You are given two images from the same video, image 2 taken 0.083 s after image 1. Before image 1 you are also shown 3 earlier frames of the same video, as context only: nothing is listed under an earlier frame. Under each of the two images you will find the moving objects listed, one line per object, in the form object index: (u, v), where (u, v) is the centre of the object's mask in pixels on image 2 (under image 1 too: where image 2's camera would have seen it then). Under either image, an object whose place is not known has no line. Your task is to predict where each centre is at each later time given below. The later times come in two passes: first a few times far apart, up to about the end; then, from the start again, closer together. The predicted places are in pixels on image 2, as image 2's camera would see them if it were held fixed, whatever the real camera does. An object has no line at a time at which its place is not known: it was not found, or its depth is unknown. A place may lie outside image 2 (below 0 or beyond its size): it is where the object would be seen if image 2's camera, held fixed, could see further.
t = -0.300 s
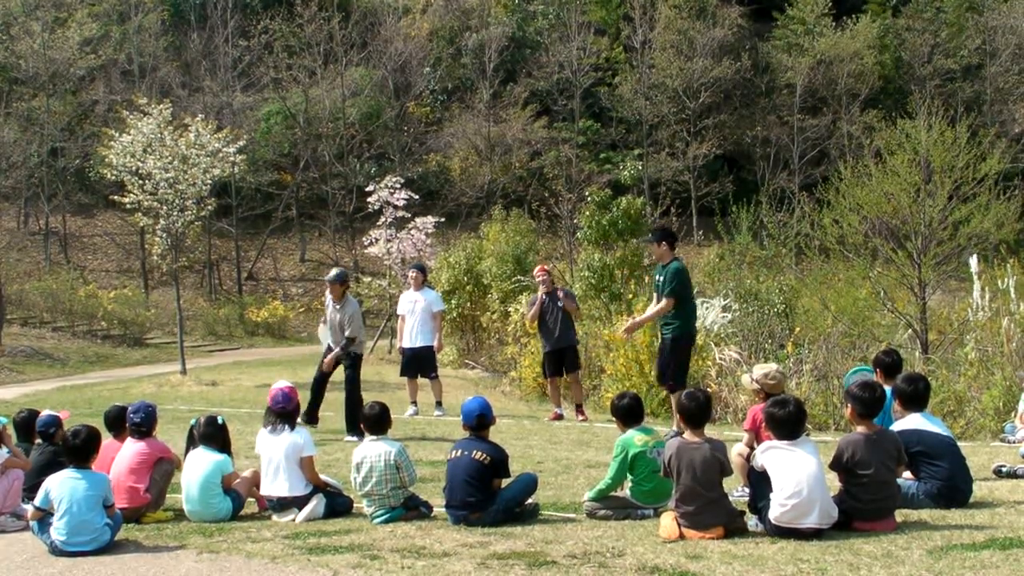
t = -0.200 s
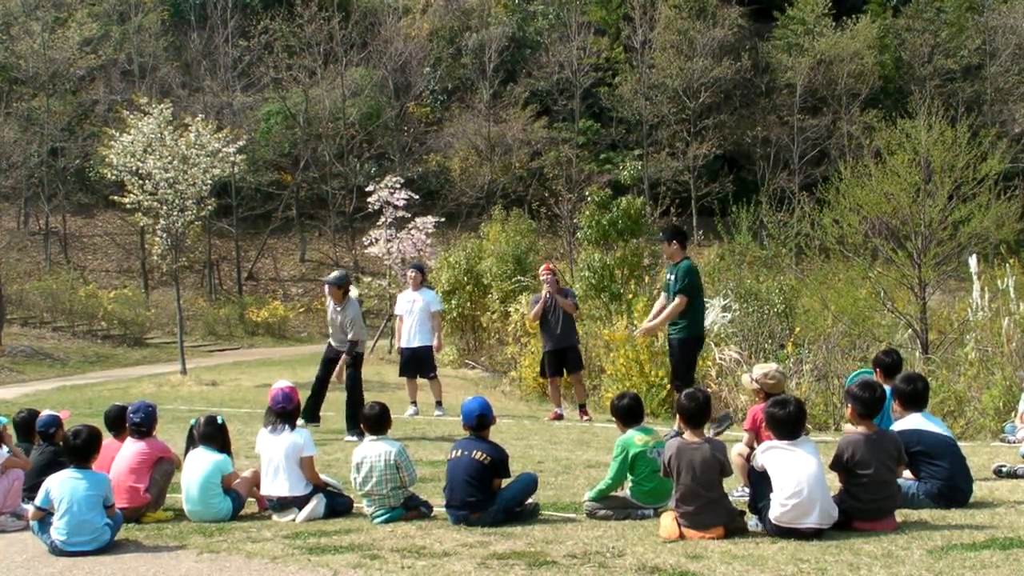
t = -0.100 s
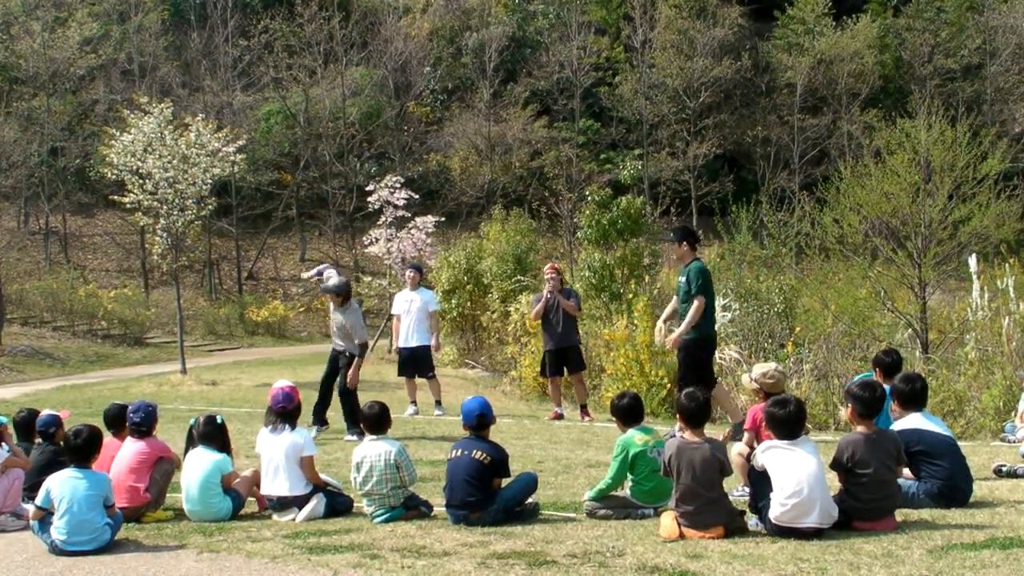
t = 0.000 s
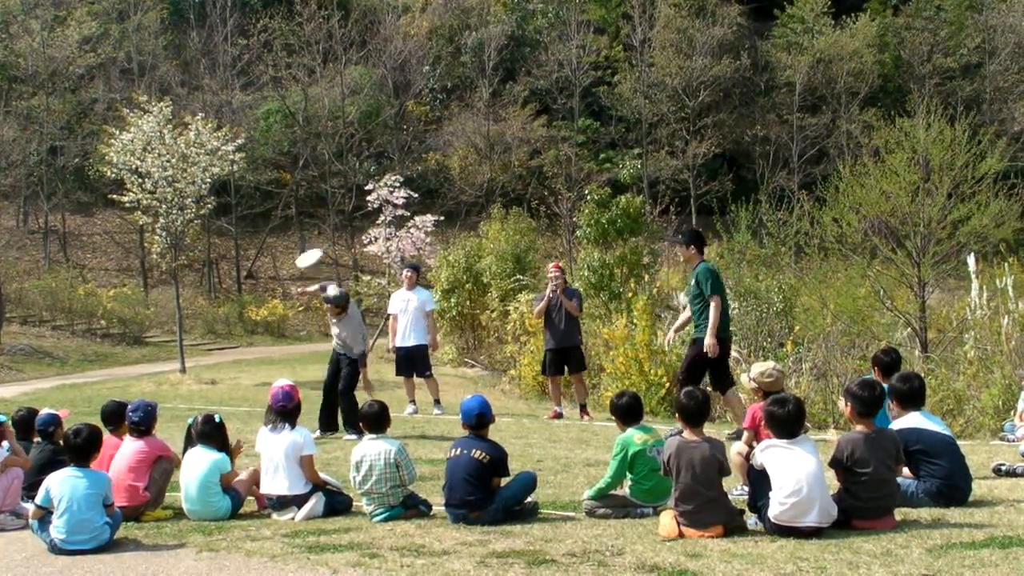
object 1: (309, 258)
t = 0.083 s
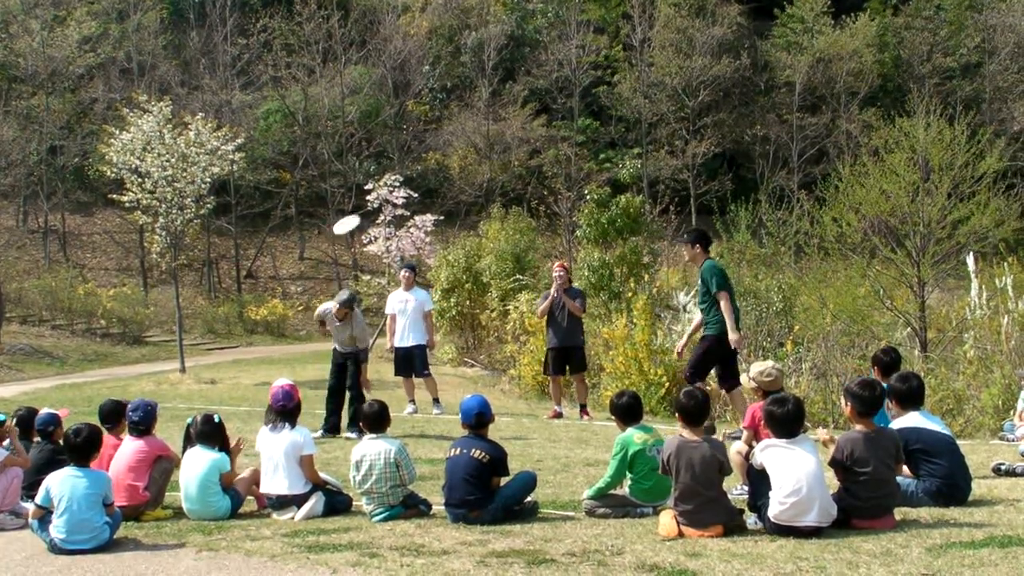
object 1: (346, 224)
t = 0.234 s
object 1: (414, 180)
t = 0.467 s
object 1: (518, 142)
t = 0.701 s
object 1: (615, 138)
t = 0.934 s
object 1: (702, 159)
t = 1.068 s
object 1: (744, 181)
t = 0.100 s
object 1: (354, 219)
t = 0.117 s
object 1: (361, 213)
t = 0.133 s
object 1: (369, 208)
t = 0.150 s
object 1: (376, 202)
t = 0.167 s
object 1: (383, 197)
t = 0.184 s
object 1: (392, 192)
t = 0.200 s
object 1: (399, 187)
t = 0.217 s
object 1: (407, 183)
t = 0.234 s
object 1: (414, 180)
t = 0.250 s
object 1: (421, 176)
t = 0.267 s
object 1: (429, 172)
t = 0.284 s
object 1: (436, 168)
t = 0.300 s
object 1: (444, 165)
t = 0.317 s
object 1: (451, 162)
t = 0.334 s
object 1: (459, 158)
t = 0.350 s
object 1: (466, 156)
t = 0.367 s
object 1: (473, 153)
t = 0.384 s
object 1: (481, 151)
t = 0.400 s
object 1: (488, 149)
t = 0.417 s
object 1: (496, 146)
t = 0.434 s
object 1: (503, 145)
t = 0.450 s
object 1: (510, 143)
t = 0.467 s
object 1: (518, 142)
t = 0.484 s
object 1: (525, 140)
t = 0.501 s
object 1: (532, 139)
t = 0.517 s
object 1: (539, 138)
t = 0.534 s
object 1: (546, 138)
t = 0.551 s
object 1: (553, 137)
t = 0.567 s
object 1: (560, 136)
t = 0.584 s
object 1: (567, 136)
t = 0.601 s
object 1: (575, 136)
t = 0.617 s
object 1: (581, 136)
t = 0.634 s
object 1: (588, 136)
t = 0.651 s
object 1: (595, 136)
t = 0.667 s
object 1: (602, 137)
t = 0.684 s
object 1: (608, 137)
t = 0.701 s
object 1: (615, 138)
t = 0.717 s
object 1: (622, 139)
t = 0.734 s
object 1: (628, 140)
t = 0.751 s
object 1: (635, 141)
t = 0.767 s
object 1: (641, 142)
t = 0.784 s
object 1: (648, 143)
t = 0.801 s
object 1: (654, 145)
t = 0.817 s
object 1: (660, 146)
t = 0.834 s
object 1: (667, 147)
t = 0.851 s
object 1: (673, 149)
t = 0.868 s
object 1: (679, 151)
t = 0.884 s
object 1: (685, 153)
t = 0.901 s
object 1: (690, 155)
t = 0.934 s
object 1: (702, 159)
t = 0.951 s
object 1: (708, 161)
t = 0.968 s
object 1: (713, 163)
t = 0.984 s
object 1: (719, 166)
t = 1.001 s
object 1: (724, 169)
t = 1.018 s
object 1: (729, 171)
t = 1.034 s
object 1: (734, 174)
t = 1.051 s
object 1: (739, 177)
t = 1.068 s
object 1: (744, 181)
